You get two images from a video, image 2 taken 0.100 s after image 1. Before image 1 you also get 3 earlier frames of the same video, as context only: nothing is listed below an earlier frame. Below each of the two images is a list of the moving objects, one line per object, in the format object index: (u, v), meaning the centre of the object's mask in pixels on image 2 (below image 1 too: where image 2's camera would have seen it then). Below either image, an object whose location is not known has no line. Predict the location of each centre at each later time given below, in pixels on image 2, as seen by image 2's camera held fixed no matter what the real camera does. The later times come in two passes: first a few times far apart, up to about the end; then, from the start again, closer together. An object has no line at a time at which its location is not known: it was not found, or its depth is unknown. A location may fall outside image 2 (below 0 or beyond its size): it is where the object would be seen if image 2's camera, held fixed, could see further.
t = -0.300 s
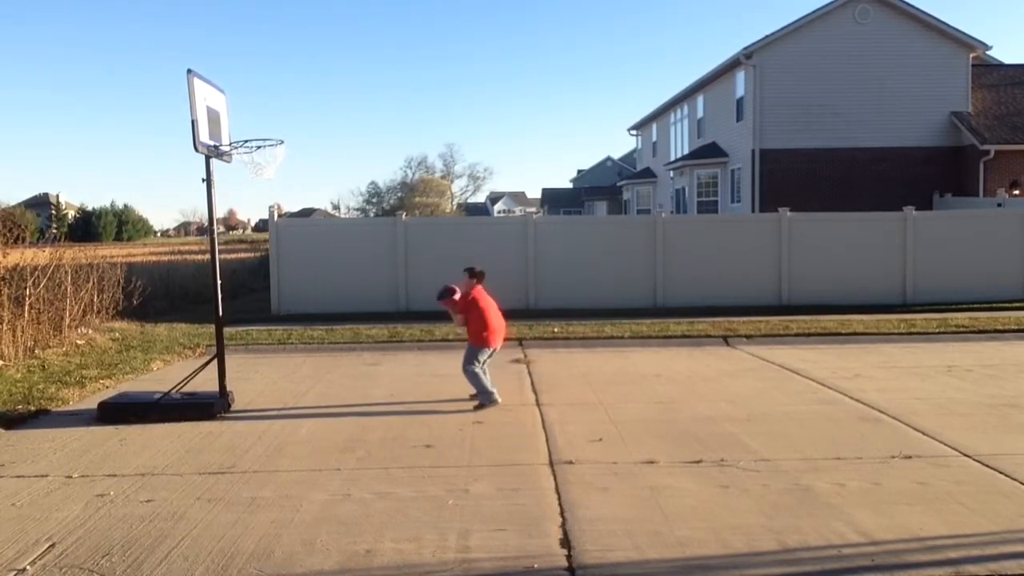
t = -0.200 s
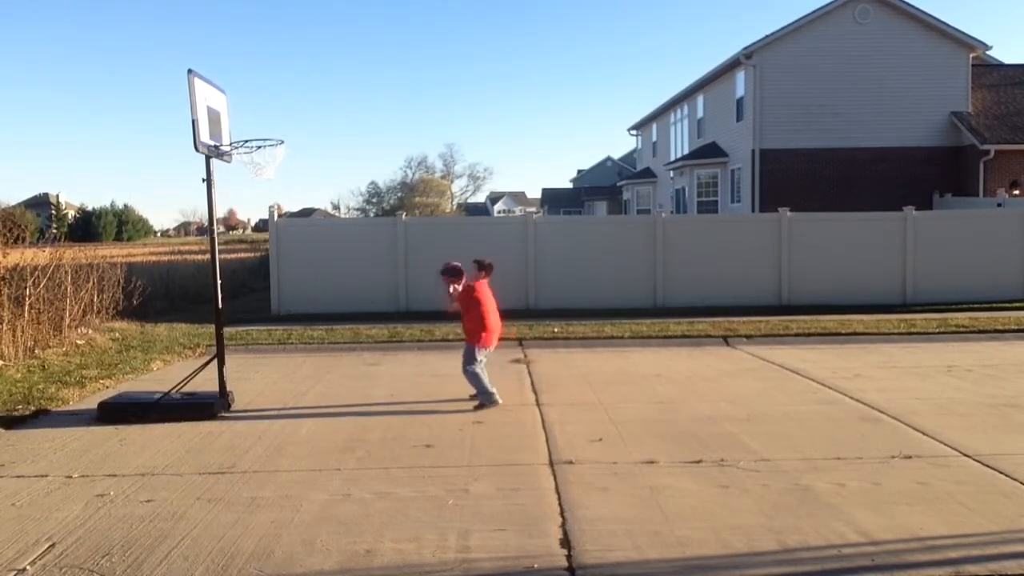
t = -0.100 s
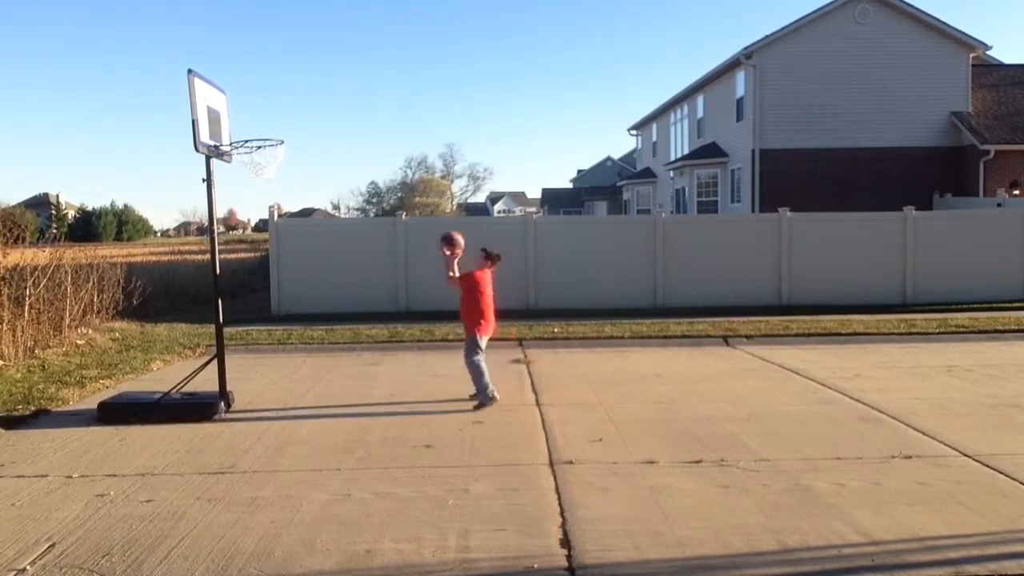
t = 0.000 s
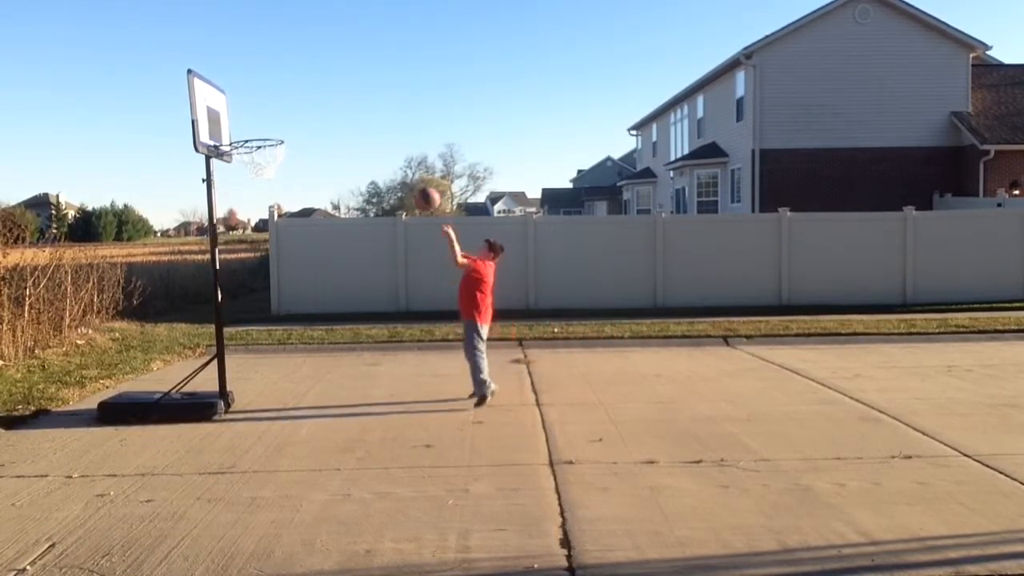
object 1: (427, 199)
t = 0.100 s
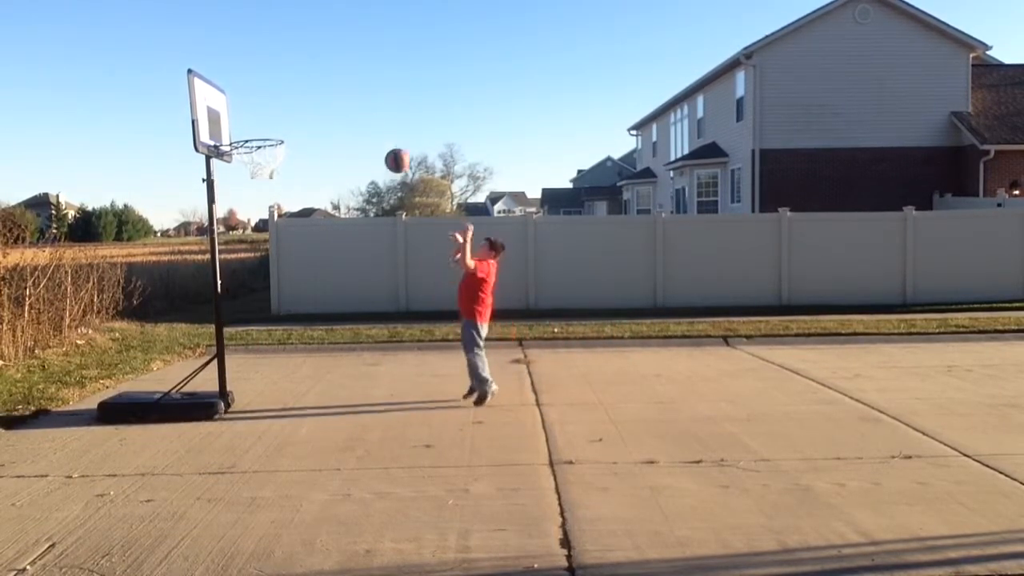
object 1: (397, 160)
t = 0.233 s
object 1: (357, 125)
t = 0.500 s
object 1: (274, 107)
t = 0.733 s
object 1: (232, 124)
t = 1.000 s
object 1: (257, 145)
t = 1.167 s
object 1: (269, 183)
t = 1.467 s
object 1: (281, 296)
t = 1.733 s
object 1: (279, 354)
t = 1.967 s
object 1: (264, 287)
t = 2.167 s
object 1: (254, 274)
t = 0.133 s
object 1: (387, 150)
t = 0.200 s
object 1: (367, 132)
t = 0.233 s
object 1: (357, 125)
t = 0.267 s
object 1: (346, 119)
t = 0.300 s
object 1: (336, 113)
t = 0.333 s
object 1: (326, 110)
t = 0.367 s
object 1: (316, 107)
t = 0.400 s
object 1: (305, 105)
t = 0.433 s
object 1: (295, 105)
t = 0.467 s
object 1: (285, 105)
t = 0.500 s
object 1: (274, 107)
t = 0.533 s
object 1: (264, 110)
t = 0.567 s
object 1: (254, 115)
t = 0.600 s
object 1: (244, 120)
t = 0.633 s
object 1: (234, 127)
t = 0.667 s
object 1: (227, 131)
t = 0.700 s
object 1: (229, 127)
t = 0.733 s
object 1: (232, 124)
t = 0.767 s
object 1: (235, 123)
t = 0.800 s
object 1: (238, 122)
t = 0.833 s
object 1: (241, 123)
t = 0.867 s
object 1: (244, 125)
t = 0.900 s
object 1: (247, 128)
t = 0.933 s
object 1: (250, 131)
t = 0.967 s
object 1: (254, 138)
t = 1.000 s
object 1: (257, 145)
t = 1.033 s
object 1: (261, 153)
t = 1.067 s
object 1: (263, 162)
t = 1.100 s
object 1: (267, 170)
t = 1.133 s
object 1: (268, 176)
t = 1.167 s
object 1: (269, 183)
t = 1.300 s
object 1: (274, 221)
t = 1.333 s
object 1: (275, 234)
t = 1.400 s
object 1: (278, 263)
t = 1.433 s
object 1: (278, 279)
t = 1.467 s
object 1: (281, 296)
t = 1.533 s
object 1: (282, 334)
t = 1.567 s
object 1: (284, 355)
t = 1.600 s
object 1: (285, 376)
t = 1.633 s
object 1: (286, 398)
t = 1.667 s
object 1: (284, 382)
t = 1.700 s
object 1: (281, 367)
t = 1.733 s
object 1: (279, 354)
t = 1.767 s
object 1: (277, 341)
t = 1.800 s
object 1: (275, 329)
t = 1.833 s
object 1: (273, 318)
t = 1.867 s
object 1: (270, 308)
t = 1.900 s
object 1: (268, 302)
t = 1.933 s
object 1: (266, 294)
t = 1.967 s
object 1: (264, 287)
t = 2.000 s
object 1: (262, 282)
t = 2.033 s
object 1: (260, 278)
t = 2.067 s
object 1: (258, 275)
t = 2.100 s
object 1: (257, 274)
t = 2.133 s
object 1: (255, 273)
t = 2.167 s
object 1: (254, 274)
